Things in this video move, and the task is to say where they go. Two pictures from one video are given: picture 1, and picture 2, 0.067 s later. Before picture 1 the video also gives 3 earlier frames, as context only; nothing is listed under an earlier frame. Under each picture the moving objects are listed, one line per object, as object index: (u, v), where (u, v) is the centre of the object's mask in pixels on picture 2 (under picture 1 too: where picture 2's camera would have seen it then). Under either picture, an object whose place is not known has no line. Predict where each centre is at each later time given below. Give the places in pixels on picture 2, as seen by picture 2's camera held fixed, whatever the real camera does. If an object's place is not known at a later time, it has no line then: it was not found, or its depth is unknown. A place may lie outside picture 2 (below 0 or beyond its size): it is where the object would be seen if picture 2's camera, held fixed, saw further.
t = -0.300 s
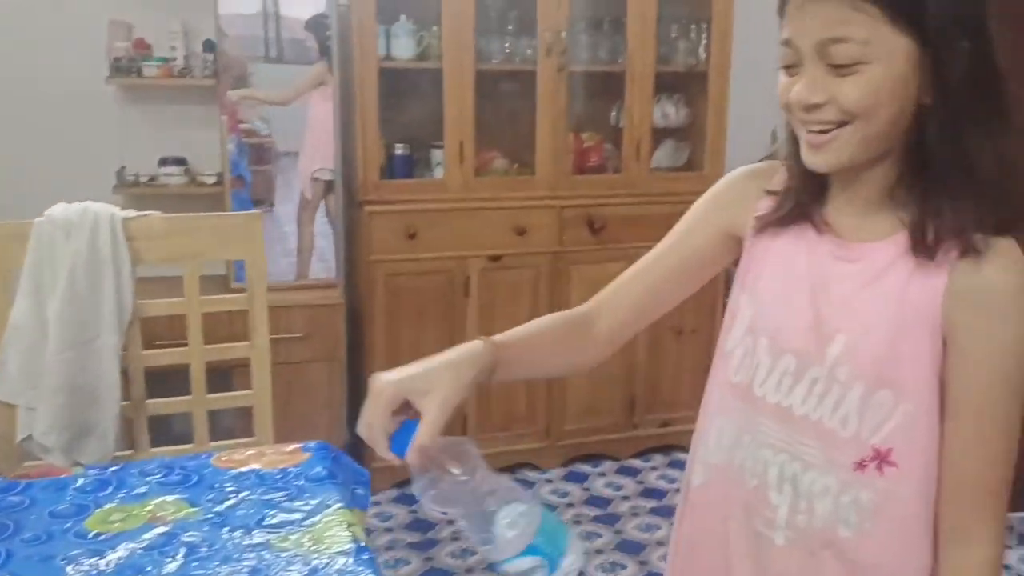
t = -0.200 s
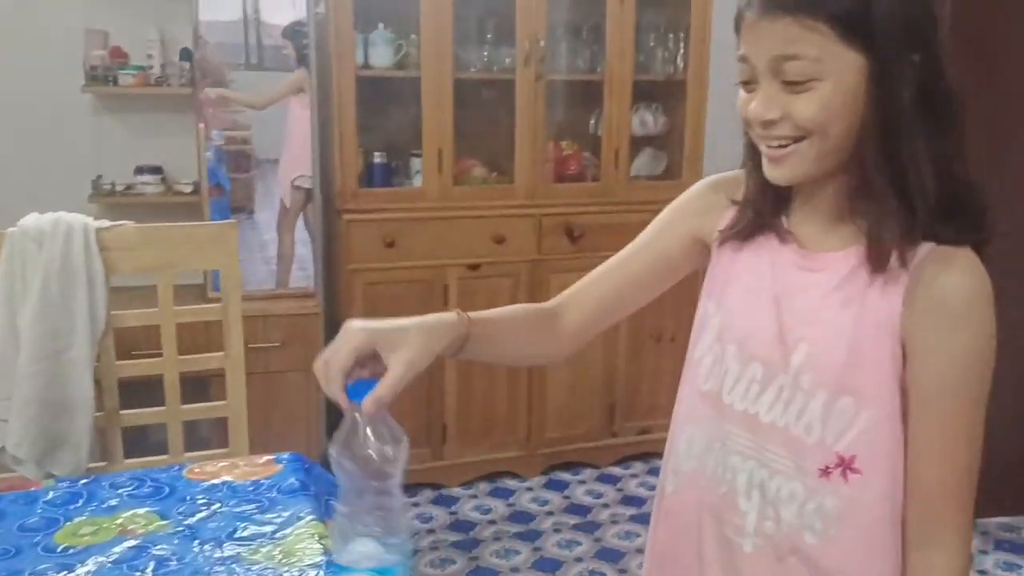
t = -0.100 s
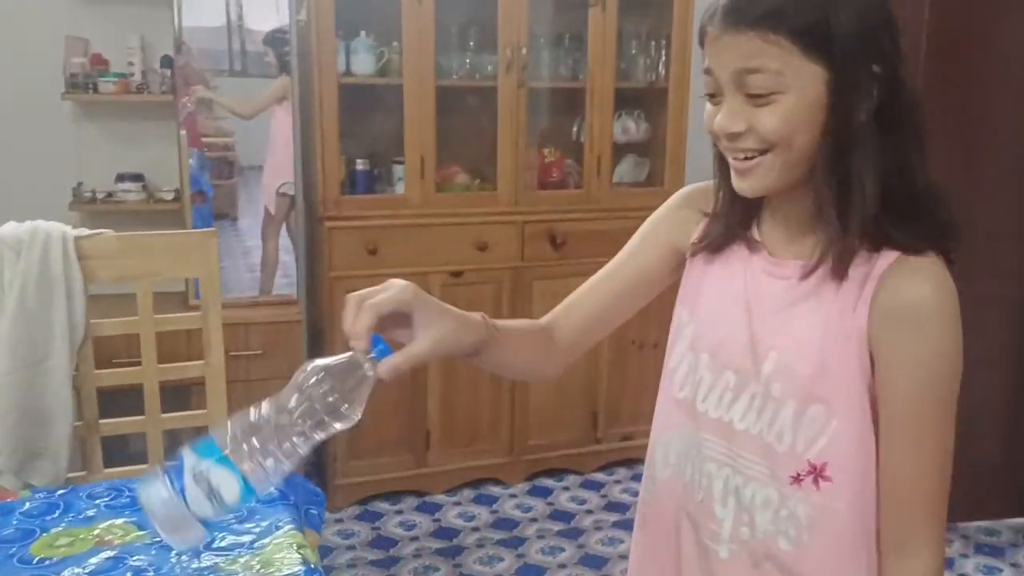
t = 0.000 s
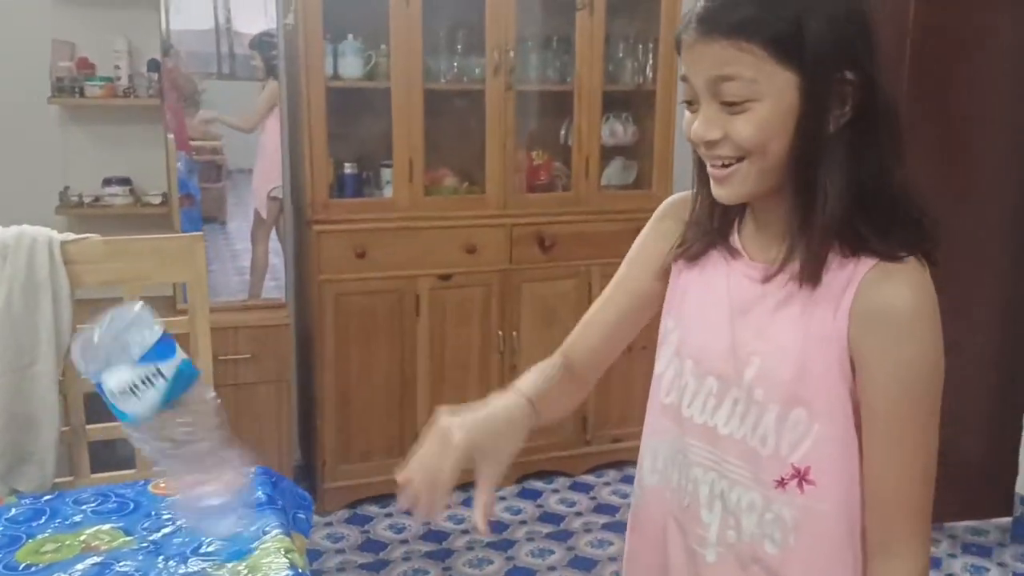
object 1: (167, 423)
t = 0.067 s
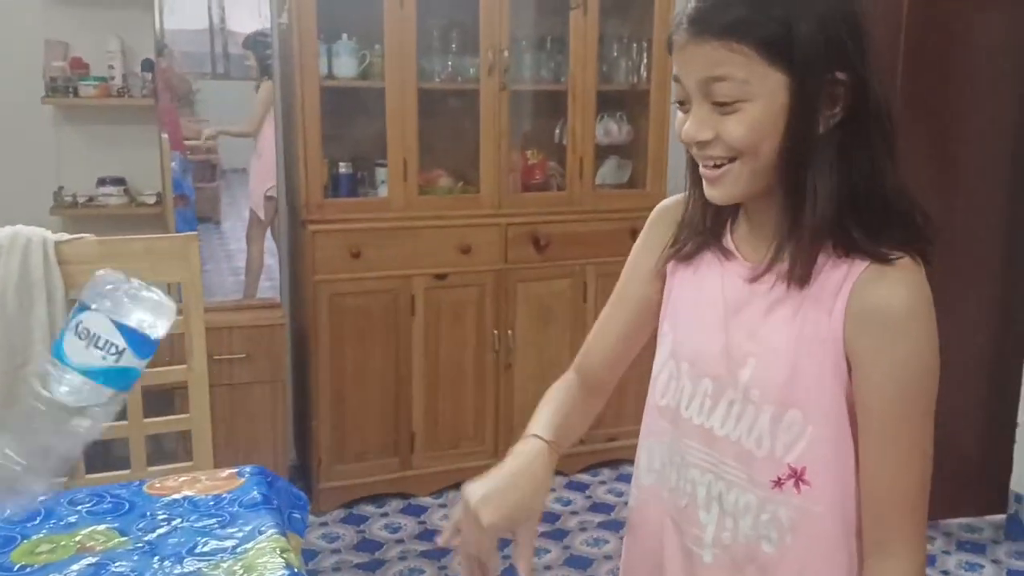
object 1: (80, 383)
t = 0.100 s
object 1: (82, 357)
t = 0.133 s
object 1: (82, 371)
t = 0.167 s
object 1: (76, 410)
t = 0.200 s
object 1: (64, 461)
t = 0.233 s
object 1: (44, 495)
